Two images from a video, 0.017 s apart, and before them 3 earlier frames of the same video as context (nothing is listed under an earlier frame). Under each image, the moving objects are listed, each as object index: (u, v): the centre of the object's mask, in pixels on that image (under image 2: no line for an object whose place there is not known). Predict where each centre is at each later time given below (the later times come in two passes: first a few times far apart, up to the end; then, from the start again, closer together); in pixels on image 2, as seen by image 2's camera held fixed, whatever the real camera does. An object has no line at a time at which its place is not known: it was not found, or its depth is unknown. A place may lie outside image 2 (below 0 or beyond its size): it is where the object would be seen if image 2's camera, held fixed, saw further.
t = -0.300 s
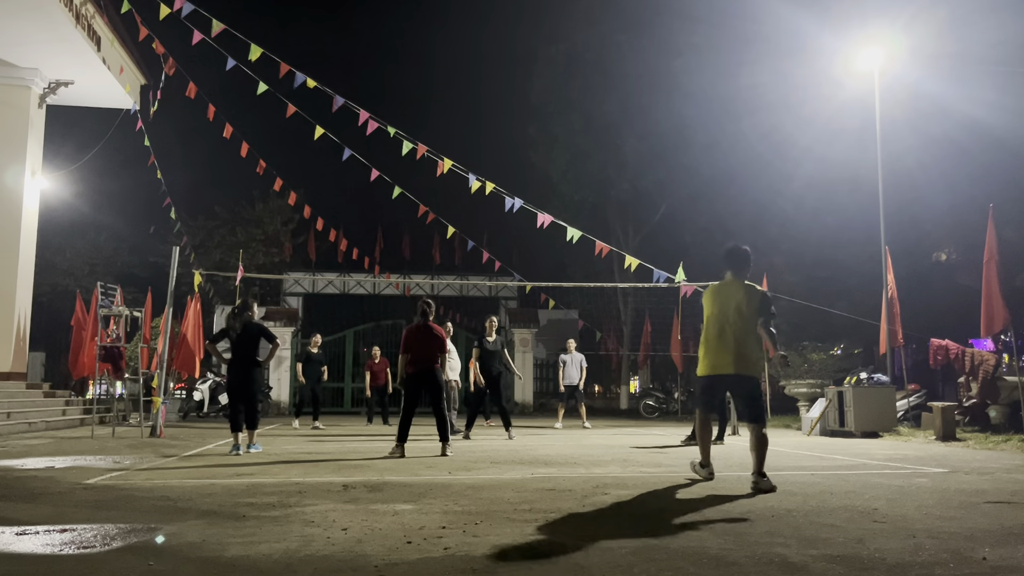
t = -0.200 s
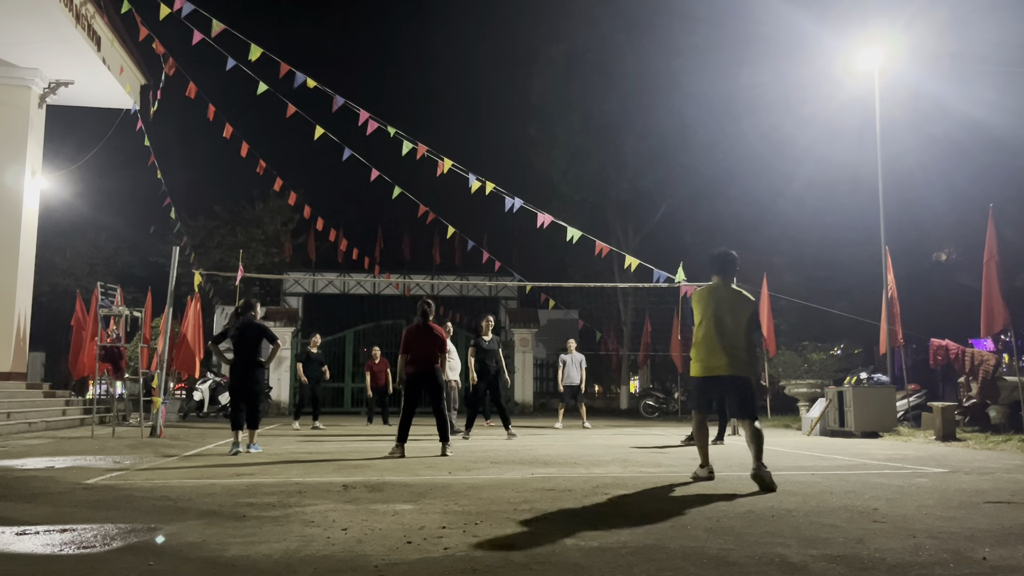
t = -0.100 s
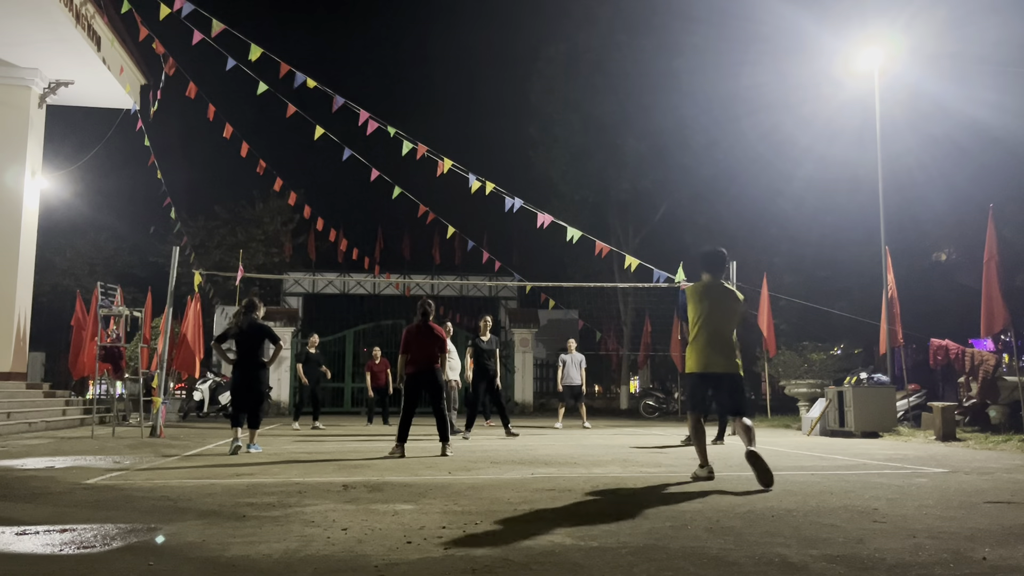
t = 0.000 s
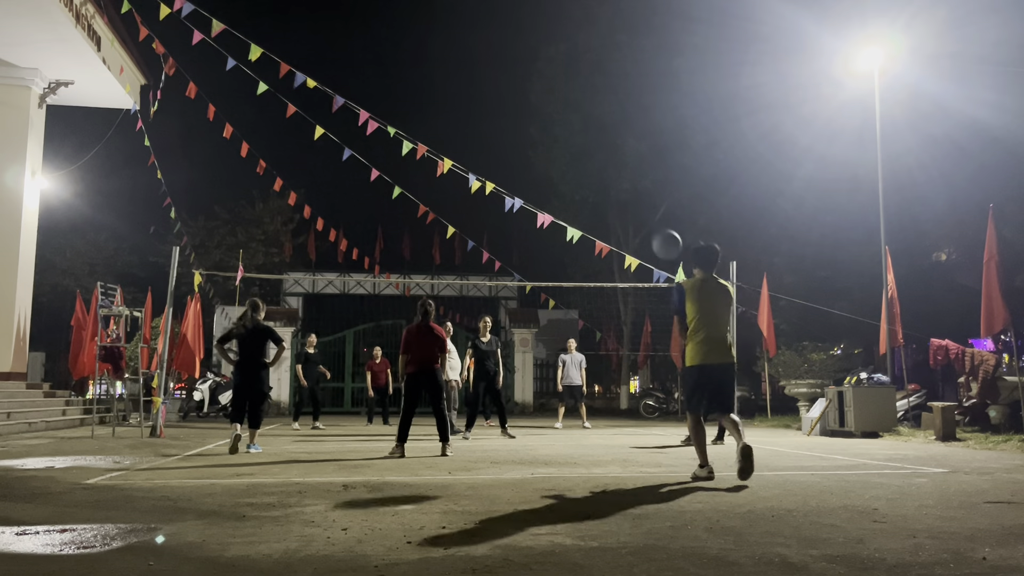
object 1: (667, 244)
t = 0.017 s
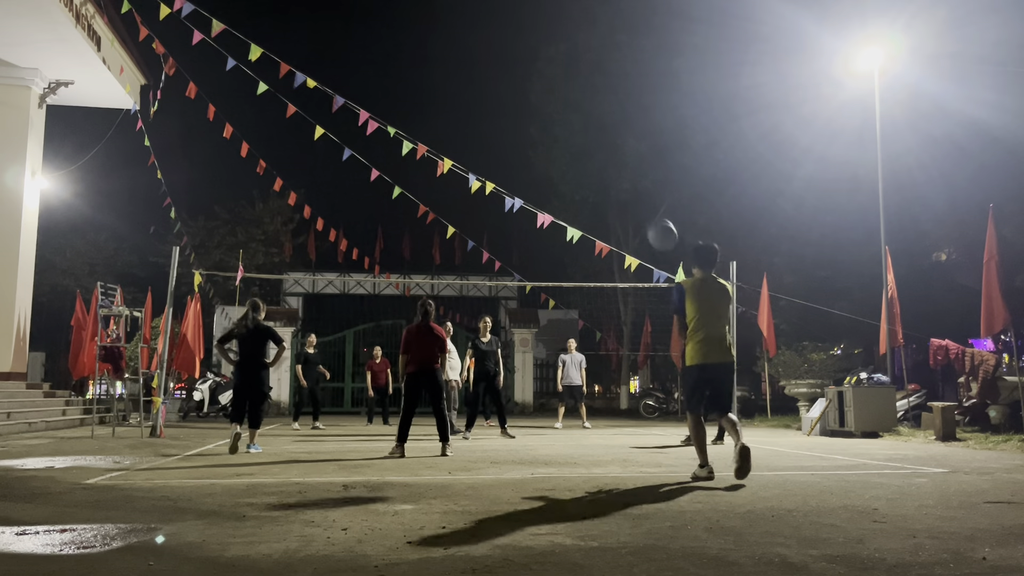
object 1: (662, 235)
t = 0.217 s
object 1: (610, 146)
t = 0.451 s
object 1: (568, 115)
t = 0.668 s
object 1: (543, 128)
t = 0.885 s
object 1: (523, 167)
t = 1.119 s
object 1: (506, 232)
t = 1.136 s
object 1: (505, 237)
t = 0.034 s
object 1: (656, 225)
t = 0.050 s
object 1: (651, 213)
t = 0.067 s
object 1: (647, 206)
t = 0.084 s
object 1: (642, 197)
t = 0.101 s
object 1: (636, 187)
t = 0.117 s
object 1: (633, 181)
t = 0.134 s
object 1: (628, 174)
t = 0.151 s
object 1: (624, 166)
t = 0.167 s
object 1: (621, 161)
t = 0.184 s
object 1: (617, 155)
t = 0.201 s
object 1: (613, 150)
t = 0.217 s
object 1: (610, 146)
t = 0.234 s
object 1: (606, 142)
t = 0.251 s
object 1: (602, 138)
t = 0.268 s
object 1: (600, 135)
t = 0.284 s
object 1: (596, 131)
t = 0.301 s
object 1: (593, 128)
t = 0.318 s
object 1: (590, 126)
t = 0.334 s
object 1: (587, 124)
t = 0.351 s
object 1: (584, 121)
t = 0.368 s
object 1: (582, 120)
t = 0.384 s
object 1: (579, 118)
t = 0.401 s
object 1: (576, 117)
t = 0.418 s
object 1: (574, 116)
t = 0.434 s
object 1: (571, 115)
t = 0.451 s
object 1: (568, 115)
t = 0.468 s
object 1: (566, 115)
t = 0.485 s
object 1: (564, 115)
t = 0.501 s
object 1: (562, 115)
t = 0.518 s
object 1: (560, 115)
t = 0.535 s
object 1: (558, 116)
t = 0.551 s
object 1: (555, 117)
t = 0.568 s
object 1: (554, 118)
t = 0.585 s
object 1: (552, 119)
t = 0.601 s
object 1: (549, 121)
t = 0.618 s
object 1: (548, 122)
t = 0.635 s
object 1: (546, 124)
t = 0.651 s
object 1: (544, 126)
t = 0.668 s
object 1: (543, 128)
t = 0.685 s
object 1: (541, 130)
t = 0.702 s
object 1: (539, 133)
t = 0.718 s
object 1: (538, 135)
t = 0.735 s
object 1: (536, 137)
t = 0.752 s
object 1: (534, 141)
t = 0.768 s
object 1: (533, 143)
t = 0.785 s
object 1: (531, 146)
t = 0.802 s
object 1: (530, 150)
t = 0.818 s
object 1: (528, 153)
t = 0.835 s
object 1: (527, 156)
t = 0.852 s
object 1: (525, 160)
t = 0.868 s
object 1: (524, 164)
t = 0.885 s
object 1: (523, 167)
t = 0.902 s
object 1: (521, 172)
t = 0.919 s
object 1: (520, 175)
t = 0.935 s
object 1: (519, 179)
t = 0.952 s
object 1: (517, 184)
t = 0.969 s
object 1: (516, 188)
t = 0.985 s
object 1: (515, 192)
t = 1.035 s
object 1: (512, 206)
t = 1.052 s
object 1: (510, 212)
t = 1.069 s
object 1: (509, 216)
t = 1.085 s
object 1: (508, 221)
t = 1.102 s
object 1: (507, 227)
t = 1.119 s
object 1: (506, 232)
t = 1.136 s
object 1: (505, 237)
